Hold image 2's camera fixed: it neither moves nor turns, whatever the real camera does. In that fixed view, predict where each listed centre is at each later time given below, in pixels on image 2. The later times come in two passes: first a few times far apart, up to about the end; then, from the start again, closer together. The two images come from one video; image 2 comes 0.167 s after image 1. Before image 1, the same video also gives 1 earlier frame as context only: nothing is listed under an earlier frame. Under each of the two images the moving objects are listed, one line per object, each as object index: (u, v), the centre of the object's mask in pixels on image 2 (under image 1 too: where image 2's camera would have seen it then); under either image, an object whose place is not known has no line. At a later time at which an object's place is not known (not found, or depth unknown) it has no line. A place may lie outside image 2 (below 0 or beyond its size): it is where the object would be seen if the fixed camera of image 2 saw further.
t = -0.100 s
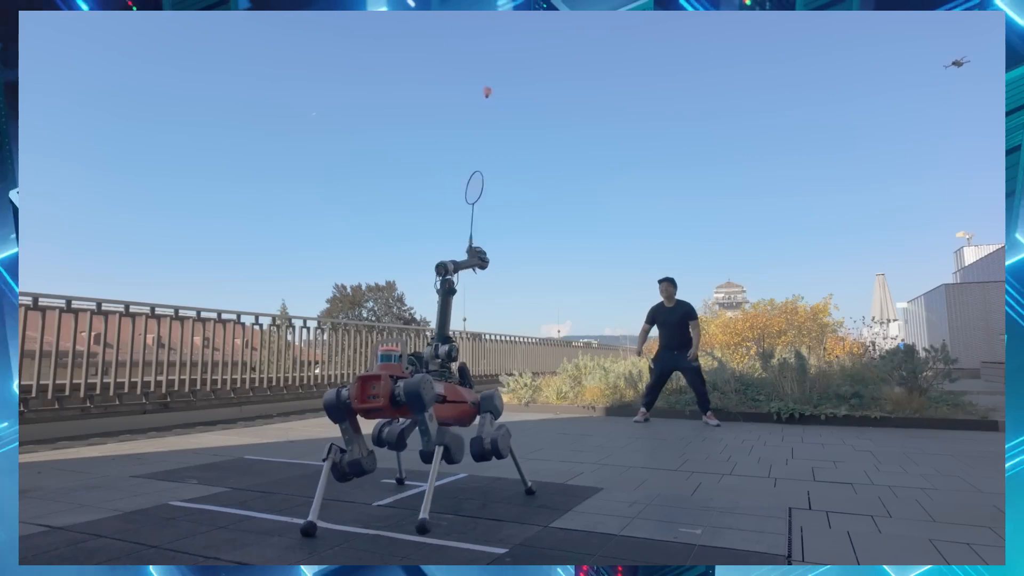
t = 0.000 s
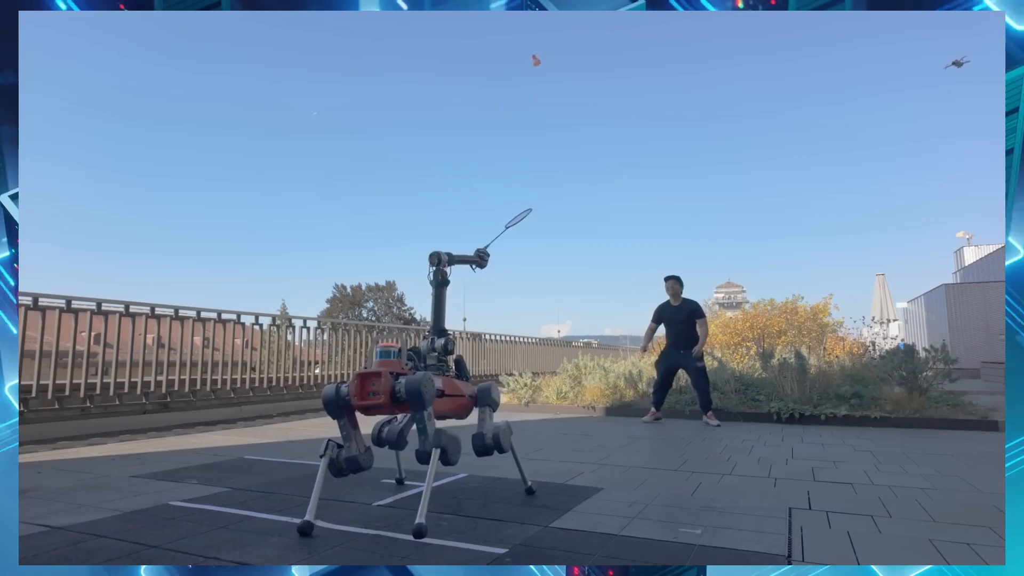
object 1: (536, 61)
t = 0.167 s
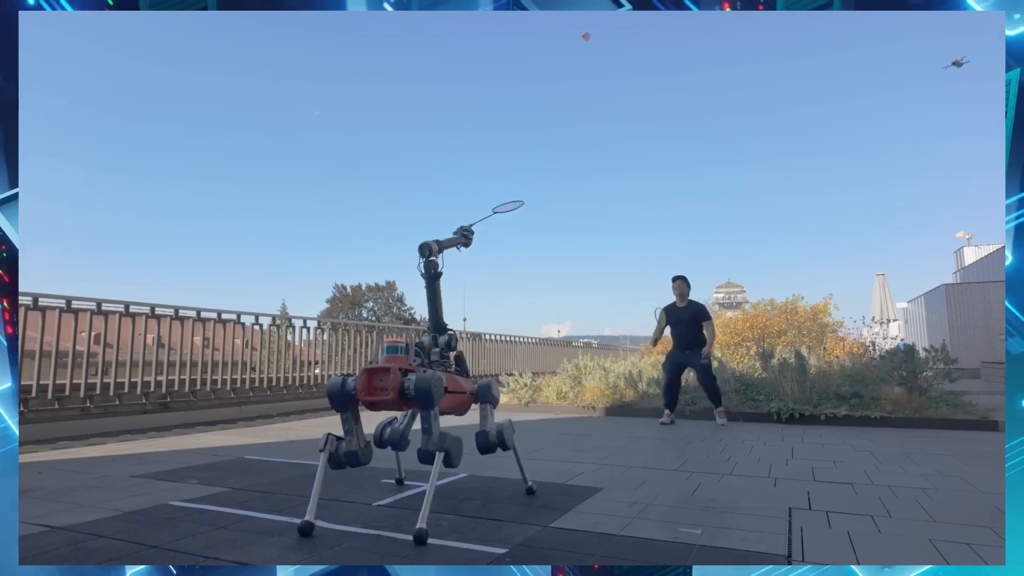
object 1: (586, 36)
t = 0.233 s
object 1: (599, 36)
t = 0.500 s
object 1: (649, 85)
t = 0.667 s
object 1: (674, 138)
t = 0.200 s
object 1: (592, 35)
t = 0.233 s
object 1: (599, 36)
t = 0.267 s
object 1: (606, 39)
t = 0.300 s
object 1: (613, 43)
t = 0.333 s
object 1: (620, 48)
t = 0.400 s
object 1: (633, 60)
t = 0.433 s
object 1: (639, 68)
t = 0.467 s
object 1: (644, 76)
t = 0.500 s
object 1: (649, 85)
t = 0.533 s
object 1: (655, 95)
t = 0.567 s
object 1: (660, 105)
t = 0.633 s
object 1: (670, 127)
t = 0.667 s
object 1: (674, 138)
